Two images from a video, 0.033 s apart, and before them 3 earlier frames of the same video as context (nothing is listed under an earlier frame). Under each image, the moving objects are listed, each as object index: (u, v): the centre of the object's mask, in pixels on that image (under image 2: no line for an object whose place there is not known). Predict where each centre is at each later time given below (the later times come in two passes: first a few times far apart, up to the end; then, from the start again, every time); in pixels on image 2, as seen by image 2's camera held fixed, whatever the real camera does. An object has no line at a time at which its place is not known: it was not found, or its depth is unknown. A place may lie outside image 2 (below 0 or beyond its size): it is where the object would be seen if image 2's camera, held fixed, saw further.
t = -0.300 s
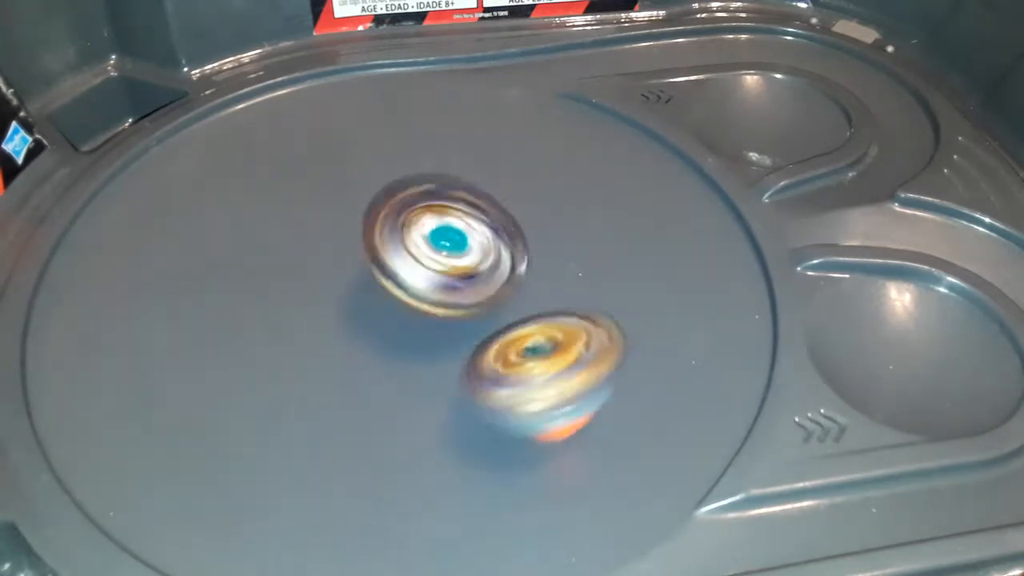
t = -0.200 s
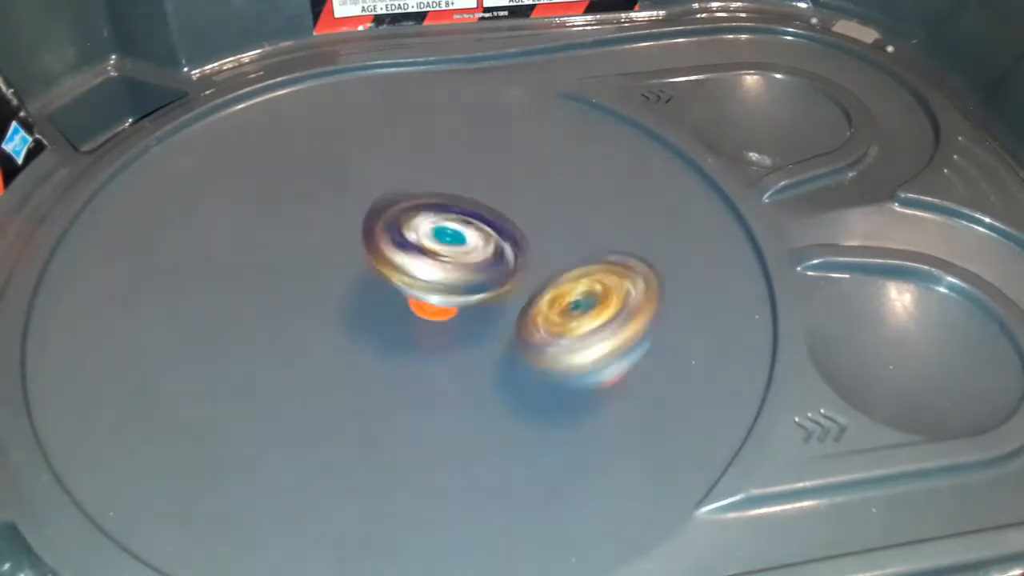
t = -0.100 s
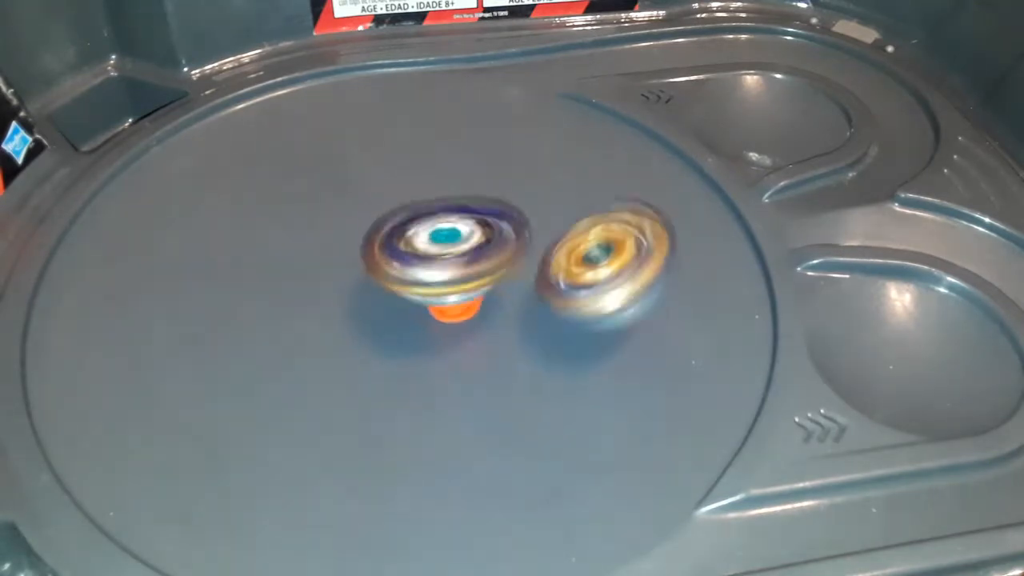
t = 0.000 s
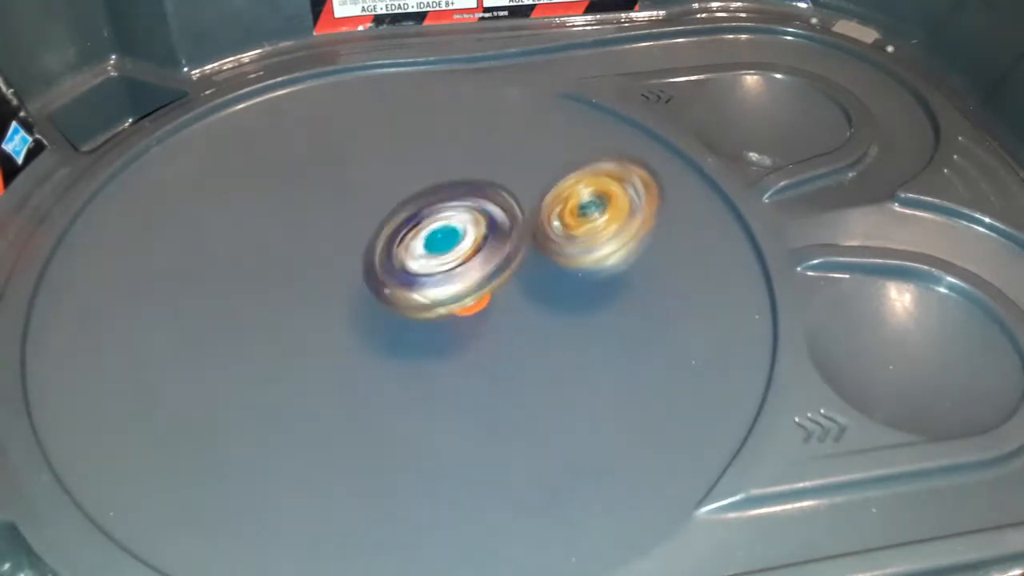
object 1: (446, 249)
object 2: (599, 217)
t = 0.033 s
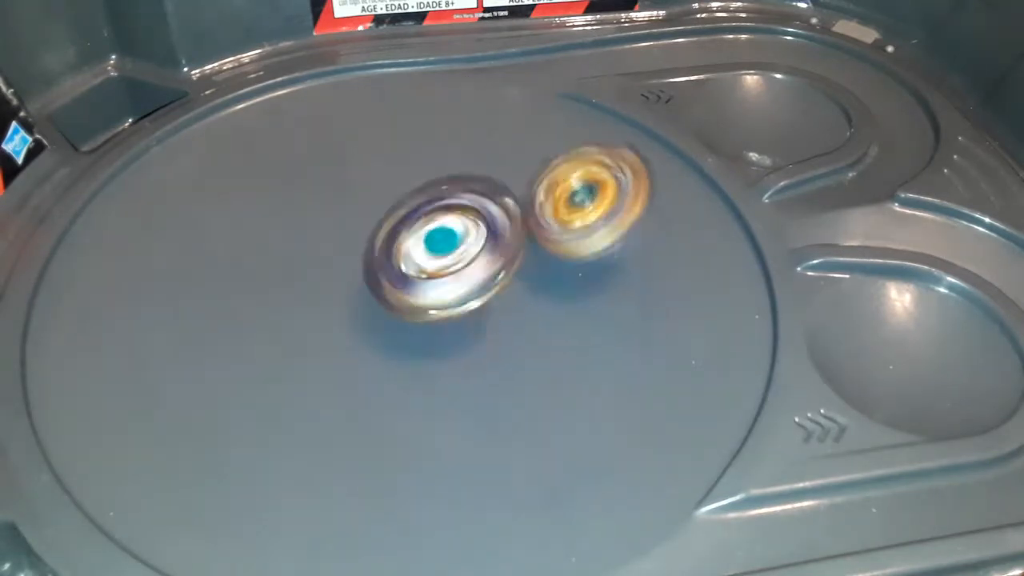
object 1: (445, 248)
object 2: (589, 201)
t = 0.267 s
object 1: (456, 253)
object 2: (485, 141)
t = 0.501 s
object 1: (449, 253)
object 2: (347, 167)
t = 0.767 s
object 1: (452, 256)
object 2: (266, 290)
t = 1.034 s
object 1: (444, 260)
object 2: (371, 405)
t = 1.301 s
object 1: (444, 253)
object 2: (557, 360)
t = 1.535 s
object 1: (413, 248)
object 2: (591, 232)
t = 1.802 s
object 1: (424, 253)
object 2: (485, 148)
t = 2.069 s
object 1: (435, 260)
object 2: (335, 179)
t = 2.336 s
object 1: (443, 267)
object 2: (285, 311)
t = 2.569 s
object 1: (439, 262)
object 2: (413, 403)
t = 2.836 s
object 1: (439, 269)
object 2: (579, 335)
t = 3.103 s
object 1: (441, 265)
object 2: (560, 208)
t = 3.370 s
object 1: (424, 296)
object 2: (409, 169)
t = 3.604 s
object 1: (436, 281)
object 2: (290, 235)
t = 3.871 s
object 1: (435, 273)
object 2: (327, 369)
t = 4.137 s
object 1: (422, 244)
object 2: (514, 358)
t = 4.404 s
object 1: (418, 243)
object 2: (548, 227)
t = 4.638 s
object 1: (418, 291)
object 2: (445, 160)
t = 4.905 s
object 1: (412, 320)
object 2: (323, 218)
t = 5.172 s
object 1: (468, 345)
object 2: (332, 313)
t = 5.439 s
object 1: (506, 314)
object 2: (365, 311)
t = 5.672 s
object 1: (509, 312)
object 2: (348, 278)
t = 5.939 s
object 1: (509, 312)
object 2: (338, 285)
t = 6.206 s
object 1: (509, 312)
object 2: (366, 261)
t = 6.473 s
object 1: (509, 312)
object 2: (353, 235)
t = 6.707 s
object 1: (509, 312)
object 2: (374, 248)
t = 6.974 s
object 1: (509, 312)
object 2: (396, 221)
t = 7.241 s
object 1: (509, 312)
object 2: (407, 228)
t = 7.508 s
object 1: (509, 313)
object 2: (422, 212)
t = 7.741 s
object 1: (510, 313)
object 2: (436, 214)
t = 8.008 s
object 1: (513, 318)
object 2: (452, 209)
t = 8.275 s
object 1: (520, 318)
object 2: (414, 242)
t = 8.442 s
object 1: (518, 319)
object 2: (425, 230)
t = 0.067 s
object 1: (442, 249)
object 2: (580, 187)
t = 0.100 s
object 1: (444, 248)
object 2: (569, 177)
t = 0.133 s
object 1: (447, 250)
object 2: (556, 165)
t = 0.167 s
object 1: (448, 250)
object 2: (541, 156)
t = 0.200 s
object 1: (448, 251)
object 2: (523, 149)
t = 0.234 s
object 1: (453, 251)
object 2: (505, 144)
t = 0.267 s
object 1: (456, 253)
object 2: (485, 141)
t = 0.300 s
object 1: (453, 251)
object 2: (468, 139)
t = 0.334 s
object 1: (452, 253)
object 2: (447, 140)
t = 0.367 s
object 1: (452, 253)
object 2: (427, 140)
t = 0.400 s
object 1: (452, 255)
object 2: (407, 146)
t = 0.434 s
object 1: (453, 255)
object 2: (388, 149)
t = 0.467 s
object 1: (453, 254)
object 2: (369, 157)
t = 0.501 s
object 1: (449, 253)
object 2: (347, 167)
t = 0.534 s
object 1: (447, 253)
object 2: (334, 175)
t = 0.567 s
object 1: (443, 256)
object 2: (316, 189)
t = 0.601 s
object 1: (444, 257)
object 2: (304, 201)
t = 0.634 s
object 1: (446, 258)
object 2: (289, 219)
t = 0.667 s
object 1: (448, 258)
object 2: (281, 233)
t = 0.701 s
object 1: (451, 256)
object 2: (272, 254)
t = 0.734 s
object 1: (452, 254)
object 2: (267, 271)
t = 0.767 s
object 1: (452, 256)
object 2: (266, 290)
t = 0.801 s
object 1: (451, 256)
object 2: (266, 308)
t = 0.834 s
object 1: (450, 258)
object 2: (273, 326)
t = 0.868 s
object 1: (449, 260)
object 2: (280, 343)
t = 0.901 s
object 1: (448, 262)
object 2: (294, 360)
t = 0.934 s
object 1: (450, 261)
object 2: (311, 375)
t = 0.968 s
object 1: (449, 260)
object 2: (327, 387)
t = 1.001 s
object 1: (448, 259)
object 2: (350, 398)
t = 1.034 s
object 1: (444, 260)
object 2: (371, 405)
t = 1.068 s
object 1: (441, 260)
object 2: (397, 408)
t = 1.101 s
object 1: (441, 260)
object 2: (421, 410)
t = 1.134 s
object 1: (442, 260)
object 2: (447, 407)
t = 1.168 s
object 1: (447, 260)
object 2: (473, 404)
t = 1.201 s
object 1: (452, 260)
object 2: (494, 394)
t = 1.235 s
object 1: (453, 262)
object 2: (518, 385)
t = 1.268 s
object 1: (452, 256)
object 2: (536, 373)
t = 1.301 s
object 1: (444, 253)
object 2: (557, 360)
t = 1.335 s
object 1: (437, 250)
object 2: (570, 342)
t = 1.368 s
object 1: (433, 249)
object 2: (583, 324)
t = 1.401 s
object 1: (431, 249)
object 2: (590, 306)
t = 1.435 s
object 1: (429, 248)
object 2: (595, 288)
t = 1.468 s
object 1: (425, 247)
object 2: (597, 268)
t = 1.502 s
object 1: (420, 247)
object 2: (593, 250)
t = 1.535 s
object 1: (413, 248)
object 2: (591, 232)
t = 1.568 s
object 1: (408, 248)
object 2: (582, 218)
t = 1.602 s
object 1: (408, 246)
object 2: (574, 203)
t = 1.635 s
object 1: (410, 247)
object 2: (564, 190)
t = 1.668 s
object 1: (415, 249)
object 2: (550, 177)
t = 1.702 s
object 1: (421, 251)
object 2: (537, 167)
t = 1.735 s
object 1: (425, 248)
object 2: (520, 159)
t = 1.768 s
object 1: (424, 251)
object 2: (503, 152)
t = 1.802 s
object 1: (424, 253)
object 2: (485, 148)
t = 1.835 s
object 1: (425, 254)
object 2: (468, 145)
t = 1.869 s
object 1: (425, 258)
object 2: (448, 145)
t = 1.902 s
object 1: (425, 259)
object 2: (430, 145)
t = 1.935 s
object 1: (428, 255)
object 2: (408, 149)
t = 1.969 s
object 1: (431, 256)
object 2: (393, 152)
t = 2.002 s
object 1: (435, 258)
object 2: (370, 159)
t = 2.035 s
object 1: (436, 257)
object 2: (353, 165)
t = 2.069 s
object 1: (435, 260)
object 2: (335, 179)
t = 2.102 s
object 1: (435, 262)
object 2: (320, 188)
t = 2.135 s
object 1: (436, 263)
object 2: (307, 204)
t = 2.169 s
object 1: (438, 260)
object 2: (294, 218)
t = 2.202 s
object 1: (440, 263)
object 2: (288, 235)
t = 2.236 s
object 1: (442, 260)
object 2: (282, 254)
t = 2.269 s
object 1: (446, 263)
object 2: (279, 273)
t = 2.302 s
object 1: (444, 263)
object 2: (280, 292)
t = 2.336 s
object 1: (443, 267)
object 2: (285, 311)
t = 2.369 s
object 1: (443, 269)
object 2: (292, 329)
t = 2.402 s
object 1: (447, 269)
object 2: (307, 348)
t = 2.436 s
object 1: (446, 269)
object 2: (320, 363)
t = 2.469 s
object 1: (443, 270)
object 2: (341, 378)
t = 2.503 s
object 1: (440, 270)
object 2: (362, 389)
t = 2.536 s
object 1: (437, 263)
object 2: (388, 400)
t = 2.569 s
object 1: (439, 262)
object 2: (413, 403)
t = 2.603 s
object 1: (439, 262)
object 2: (438, 406)
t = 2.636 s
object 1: (439, 264)
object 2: (466, 403)
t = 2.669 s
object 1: (441, 263)
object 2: (492, 401)
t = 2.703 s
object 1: (443, 264)
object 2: (516, 390)
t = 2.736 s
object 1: (444, 262)
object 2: (536, 381)
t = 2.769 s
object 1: (440, 265)
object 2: (551, 367)
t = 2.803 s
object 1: (439, 267)
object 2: (570, 352)
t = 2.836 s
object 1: (439, 269)
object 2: (579, 335)
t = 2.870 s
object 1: (441, 269)
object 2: (587, 320)
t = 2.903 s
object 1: (444, 270)
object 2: (594, 301)
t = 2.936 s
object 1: (441, 272)
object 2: (593, 284)
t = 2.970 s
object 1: (441, 266)
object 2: (591, 268)
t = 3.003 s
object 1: (442, 262)
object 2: (589, 251)
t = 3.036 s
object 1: (443, 263)
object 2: (578, 237)
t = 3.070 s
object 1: (441, 267)
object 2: (573, 224)
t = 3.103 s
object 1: (441, 265)
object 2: (560, 208)
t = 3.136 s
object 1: (441, 264)
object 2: (548, 195)
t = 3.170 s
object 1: (439, 273)
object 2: (532, 187)
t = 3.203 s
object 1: (443, 276)
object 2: (510, 176)
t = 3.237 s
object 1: (436, 281)
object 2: (490, 174)
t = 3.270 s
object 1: (430, 286)
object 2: (470, 171)
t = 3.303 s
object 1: (426, 287)
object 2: (450, 167)
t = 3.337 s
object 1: (424, 292)
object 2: (427, 167)
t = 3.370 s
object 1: (424, 296)
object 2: (409, 169)
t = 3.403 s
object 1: (422, 298)
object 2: (386, 174)
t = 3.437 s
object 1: (426, 293)
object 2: (366, 179)
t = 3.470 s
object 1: (425, 291)
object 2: (348, 186)
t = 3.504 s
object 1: (427, 286)
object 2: (331, 196)
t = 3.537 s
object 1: (430, 283)
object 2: (314, 207)
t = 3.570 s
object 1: (434, 279)
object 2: (299, 219)
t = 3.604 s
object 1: (436, 281)
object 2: (290, 235)
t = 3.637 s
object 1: (440, 279)
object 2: (284, 250)
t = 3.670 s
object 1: (438, 277)
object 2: (276, 267)
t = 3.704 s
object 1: (436, 281)
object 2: (276, 285)
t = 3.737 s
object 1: (432, 282)
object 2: (277, 304)
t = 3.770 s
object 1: (427, 283)
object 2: (283, 321)
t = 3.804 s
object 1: (428, 282)
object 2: (291, 339)
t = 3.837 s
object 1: (435, 277)
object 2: (310, 357)
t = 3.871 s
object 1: (435, 273)
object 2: (327, 369)
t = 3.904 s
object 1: (436, 265)
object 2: (345, 379)
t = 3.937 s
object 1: (432, 258)
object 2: (372, 387)
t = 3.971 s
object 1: (430, 256)
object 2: (397, 390)
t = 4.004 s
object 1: (431, 254)
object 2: (423, 390)
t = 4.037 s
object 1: (431, 251)
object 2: (447, 387)
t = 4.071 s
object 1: (428, 245)
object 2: (472, 376)
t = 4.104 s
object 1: (423, 245)
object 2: (493, 369)
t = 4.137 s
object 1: (422, 244)
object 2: (514, 358)
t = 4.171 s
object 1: (417, 242)
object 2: (531, 342)
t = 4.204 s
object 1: (417, 246)
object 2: (544, 326)
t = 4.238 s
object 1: (415, 250)
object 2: (552, 309)
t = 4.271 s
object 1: (418, 251)
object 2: (557, 293)
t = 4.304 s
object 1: (418, 251)
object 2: (560, 275)
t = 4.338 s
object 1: (418, 249)
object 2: (559, 258)
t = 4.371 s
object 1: (420, 245)
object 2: (554, 242)
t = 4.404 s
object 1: (418, 243)
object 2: (548, 227)
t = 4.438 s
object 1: (422, 245)
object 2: (544, 213)
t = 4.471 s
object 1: (424, 249)
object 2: (533, 198)
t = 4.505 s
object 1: (424, 257)
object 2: (519, 186)
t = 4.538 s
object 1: (423, 269)
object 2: (501, 172)
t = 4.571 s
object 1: (421, 275)
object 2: (483, 164)
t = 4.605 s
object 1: (419, 282)
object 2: (464, 159)
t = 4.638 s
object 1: (418, 291)
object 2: (445, 160)
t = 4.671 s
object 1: (418, 297)
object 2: (428, 161)
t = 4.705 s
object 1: (416, 301)
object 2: (410, 163)
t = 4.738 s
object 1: (414, 306)
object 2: (391, 168)
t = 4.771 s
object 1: (412, 309)
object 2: (373, 176)
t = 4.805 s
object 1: (412, 313)
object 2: (359, 184)
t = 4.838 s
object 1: (412, 316)
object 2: (345, 192)
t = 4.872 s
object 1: (412, 318)
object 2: (333, 204)
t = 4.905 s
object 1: (412, 320)
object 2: (323, 218)
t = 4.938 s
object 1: (412, 322)
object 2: (315, 237)
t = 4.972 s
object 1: (419, 326)
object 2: (311, 257)
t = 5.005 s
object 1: (428, 333)
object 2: (312, 271)
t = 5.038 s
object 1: (443, 342)
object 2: (309, 280)
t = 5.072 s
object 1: (453, 347)
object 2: (310, 289)
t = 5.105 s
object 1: (457, 349)
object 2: (314, 298)
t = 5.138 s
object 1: (460, 349)
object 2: (324, 307)
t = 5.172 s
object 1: (468, 345)
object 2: (332, 313)
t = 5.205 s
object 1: (485, 338)
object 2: (331, 316)
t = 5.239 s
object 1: (498, 331)
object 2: (331, 320)
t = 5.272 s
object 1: (507, 325)
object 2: (338, 323)
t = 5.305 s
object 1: (510, 320)
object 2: (346, 322)
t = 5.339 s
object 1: (510, 316)
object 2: (352, 321)
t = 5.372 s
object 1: (508, 315)
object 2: (357, 321)
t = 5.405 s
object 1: (507, 314)
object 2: (362, 317)
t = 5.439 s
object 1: (506, 314)
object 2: (365, 311)
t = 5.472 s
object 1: (507, 313)
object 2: (367, 306)
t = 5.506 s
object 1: (509, 312)
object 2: (365, 303)
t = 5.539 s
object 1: (509, 311)
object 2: (364, 299)
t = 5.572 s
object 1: (509, 312)
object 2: (363, 294)
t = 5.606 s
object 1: (509, 312)
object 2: (361, 288)
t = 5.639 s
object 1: (509, 312)
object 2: (357, 280)
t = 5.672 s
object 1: (509, 312)
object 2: (348, 278)
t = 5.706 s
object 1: (509, 312)
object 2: (339, 278)
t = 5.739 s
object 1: (509, 312)
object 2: (333, 282)
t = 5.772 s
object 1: (509, 312)
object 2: (333, 285)
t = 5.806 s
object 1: (509, 312)
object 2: (336, 285)
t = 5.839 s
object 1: (509, 312)
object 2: (339, 283)
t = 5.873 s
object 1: (509, 312)
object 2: (339, 283)
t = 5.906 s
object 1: (509, 312)
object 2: (336, 285)
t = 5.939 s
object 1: (509, 312)
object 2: (338, 285)
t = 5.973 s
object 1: (509, 312)
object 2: (338, 284)
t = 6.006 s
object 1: (509, 312)
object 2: (346, 281)
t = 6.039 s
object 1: (509, 312)
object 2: (355, 279)
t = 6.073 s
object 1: (509, 312)
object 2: (362, 275)
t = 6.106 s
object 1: (509, 312)
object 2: (367, 271)
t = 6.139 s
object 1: (509, 312)
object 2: (367, 267)
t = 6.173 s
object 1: (509, 312)
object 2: (366, 264)
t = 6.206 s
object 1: (509, 312)
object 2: (366, 261)
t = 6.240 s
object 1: (509, 312)
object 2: (366, 255)
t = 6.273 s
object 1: (509, 312)
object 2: (369, 250)
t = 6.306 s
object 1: (509, 312)
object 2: (371, 244)
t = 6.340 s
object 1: (509, 312)
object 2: (371, 237)
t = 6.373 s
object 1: (509, 312)
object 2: (366, 234)
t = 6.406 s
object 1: (509, 312)
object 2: (359, 232)
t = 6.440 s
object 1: (509, 312)
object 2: (355, 233)
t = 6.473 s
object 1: (509, 312)
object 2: (353, 235)
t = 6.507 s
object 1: (509, 312)
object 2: (357, 240)
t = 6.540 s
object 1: (509, 312)
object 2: (364, 243)
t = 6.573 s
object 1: (509, 312)
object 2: (370, 242)
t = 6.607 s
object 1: (509, 312)
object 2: (370, 245)
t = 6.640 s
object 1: (509, 312)
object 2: (370, 249)
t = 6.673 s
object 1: (509, 312)
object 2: (373, 250)
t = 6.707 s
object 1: (509, 312)
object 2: (374, 248)
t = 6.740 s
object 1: (509, 312)
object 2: (377, 244)
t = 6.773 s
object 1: (509, 312)
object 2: (380, 240)
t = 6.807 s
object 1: (509, 312)
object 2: (391, 235)
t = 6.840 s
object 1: (509, 312)
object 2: (397, 229)
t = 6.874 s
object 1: (509, 312)
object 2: (402, 224)
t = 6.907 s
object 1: (509, 312)
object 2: (403, 223)
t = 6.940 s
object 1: (509, 312)
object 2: (401, 222)
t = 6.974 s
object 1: (509, 312)
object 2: (396, 221)
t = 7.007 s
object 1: (509, 312)
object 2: (391, 220)
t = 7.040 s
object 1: (509, 312)
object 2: (395, 222)
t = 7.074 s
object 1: (509, 312)
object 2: (399, 222)
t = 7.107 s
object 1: (509, 312)
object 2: (405, 220)
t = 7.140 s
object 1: (509, 312)
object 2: (406, 219)
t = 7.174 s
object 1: (509, 312)
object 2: (404, 222)
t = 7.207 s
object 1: (509, 312)
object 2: (405, 226)
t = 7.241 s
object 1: (509, 312)
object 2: (407, 228)
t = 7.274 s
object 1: (509, 312)
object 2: (408, 226)
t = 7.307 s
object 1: (509, 312)
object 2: (406, 223)
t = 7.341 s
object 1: (509, 312)
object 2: (405, 222)
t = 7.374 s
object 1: (509, 312)
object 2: (411, 218)
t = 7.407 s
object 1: (509, 313)
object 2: (416, 214)
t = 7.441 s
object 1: (509, 313)
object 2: (422, 209)
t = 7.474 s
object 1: (509, 313)
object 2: (423, 208)
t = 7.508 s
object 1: (509, 313)
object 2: (422, 212)
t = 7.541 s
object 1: (509, 312)
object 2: (421, 213)
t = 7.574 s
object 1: (509, 312)
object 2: (418, 211)
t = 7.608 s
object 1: (509, 313)
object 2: (418, 212)
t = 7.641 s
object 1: (509, 313)
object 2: (422, 214)
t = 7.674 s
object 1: (510, 313)
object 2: (427, 214)
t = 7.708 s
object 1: (509, 313)
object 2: (433, 214)
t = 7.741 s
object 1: (510, 313)
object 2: (436, 214)
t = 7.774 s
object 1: (509, 313)
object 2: (435, 220)
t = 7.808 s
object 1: (509, 313)
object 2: (442, 220)
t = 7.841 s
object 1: (509, 313)
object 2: (449, 218)
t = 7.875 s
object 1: (510, 314)
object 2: (452, 215)
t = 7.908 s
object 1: (510, 314)
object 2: (455, 213)
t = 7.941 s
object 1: (512, 315)
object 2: (459, 210)
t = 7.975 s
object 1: (514, 318)
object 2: (456, 209)
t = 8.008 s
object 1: (513, 318)
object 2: (452, 209)
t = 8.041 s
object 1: (514, 317)
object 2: (446, 211)
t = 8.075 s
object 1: (514, 316)
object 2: (441, 219)
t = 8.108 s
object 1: (514, 316)
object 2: (438, 223)
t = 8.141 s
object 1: (515, 316)
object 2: (434, 227)
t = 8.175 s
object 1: (516, 316)
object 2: (427, 231)
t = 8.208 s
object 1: (520, 318)
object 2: (421, 236)
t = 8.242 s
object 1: (520, 318)
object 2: (416, 239)
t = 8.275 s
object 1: (520, 318)
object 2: (414, 242)
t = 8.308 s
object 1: (519, 318)
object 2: (418, 245)
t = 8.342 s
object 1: (519, 318)
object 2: (423, 243)
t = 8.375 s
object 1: (518, 318)
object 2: (427, 238)
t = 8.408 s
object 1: (518, 318)
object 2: (425, 235)
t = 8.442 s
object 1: (518, 319)
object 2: (425, 230)
